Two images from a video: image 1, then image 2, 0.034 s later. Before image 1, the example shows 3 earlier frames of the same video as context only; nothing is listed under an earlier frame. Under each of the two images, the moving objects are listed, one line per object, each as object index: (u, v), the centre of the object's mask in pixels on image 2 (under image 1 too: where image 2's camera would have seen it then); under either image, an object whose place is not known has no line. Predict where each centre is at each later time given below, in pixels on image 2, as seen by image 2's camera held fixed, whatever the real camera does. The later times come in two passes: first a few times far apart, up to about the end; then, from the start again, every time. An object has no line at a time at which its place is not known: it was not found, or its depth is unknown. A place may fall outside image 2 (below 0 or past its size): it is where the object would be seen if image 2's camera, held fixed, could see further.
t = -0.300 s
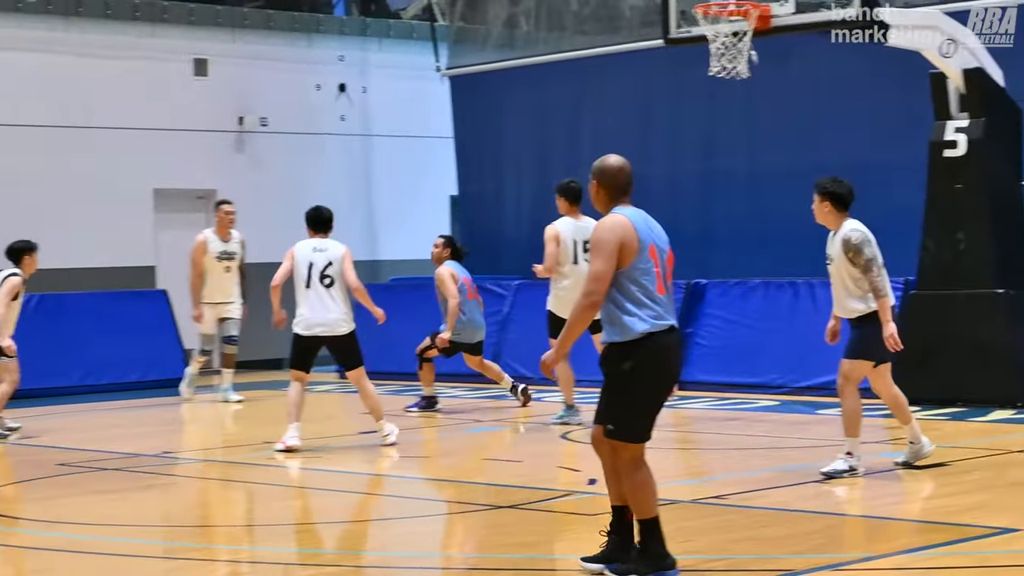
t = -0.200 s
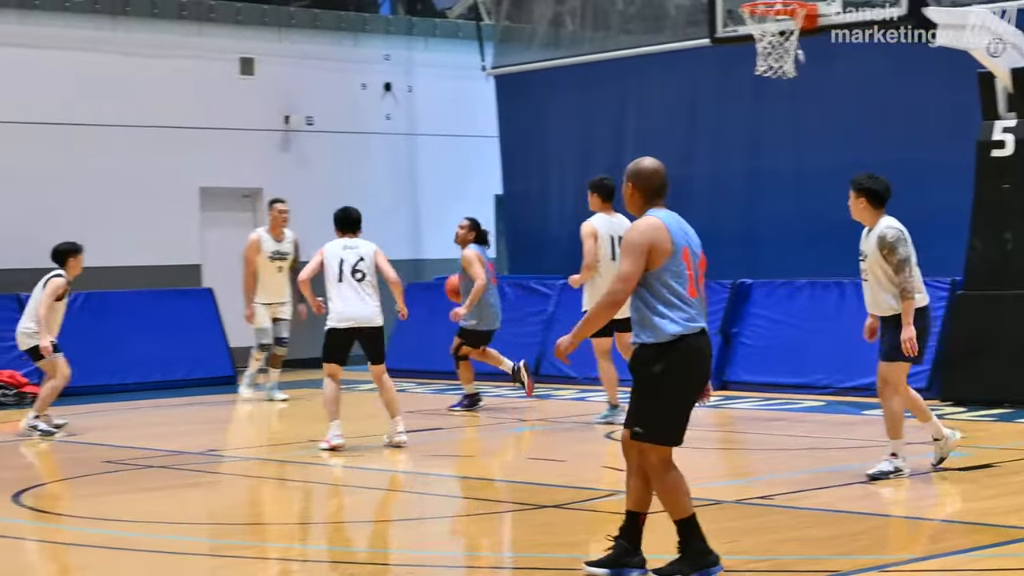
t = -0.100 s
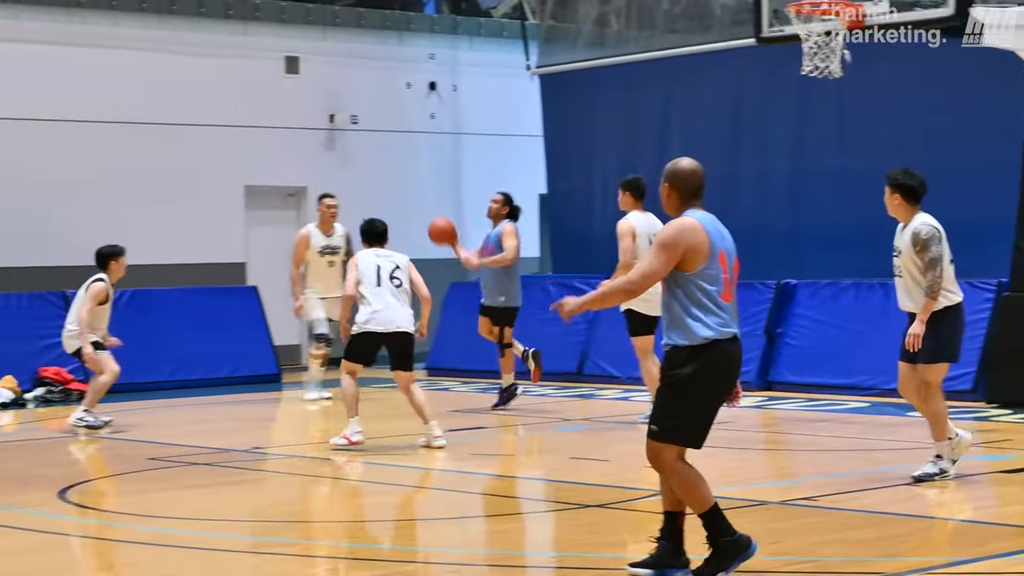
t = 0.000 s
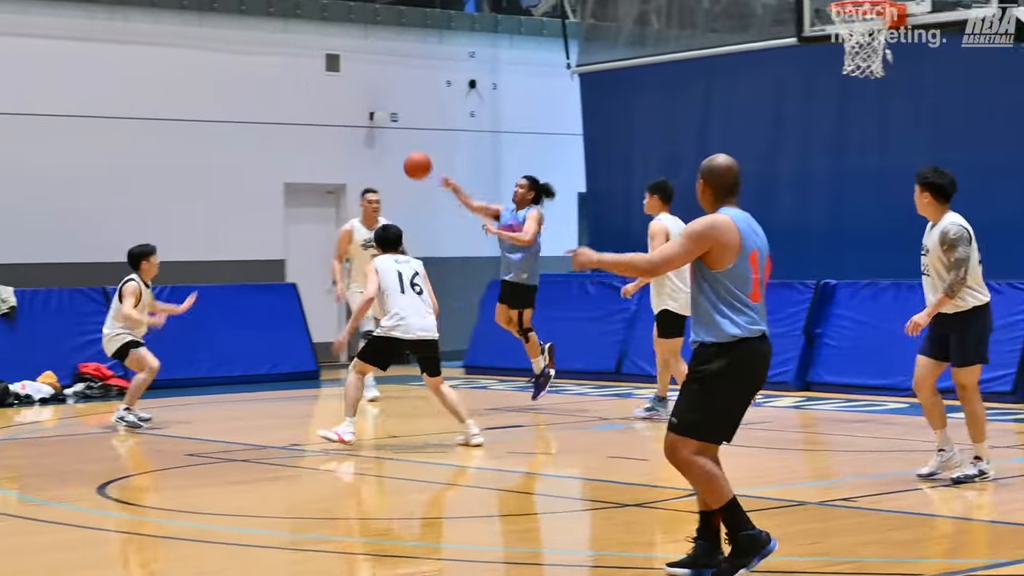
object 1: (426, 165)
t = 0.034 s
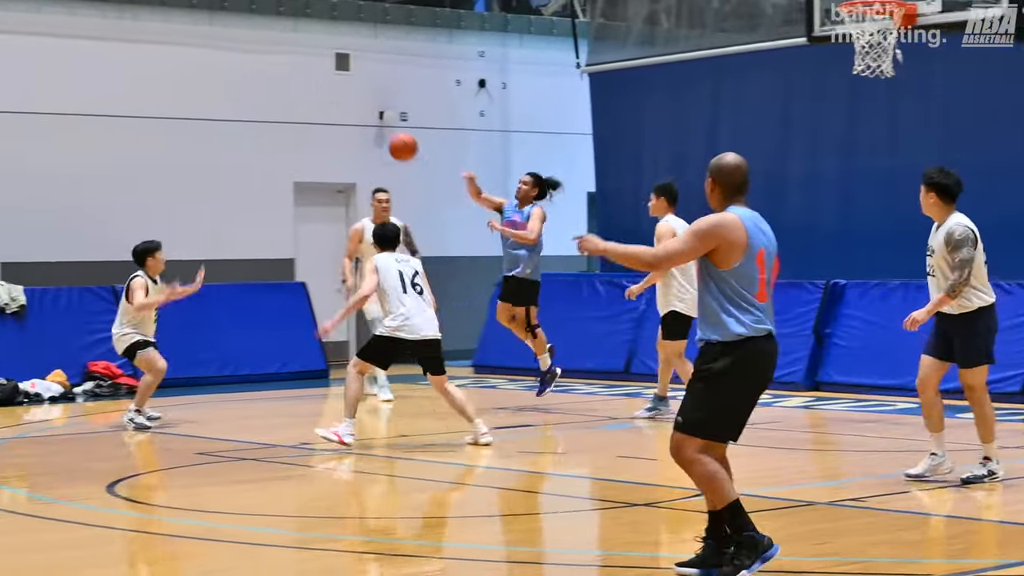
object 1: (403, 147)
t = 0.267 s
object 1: (214, 42)
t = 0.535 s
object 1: (-75, -22)
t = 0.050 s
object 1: (391, 138)
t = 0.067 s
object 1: (379, 130)
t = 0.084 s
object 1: (365, 121)
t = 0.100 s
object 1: (353, 113)
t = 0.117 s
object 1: (340, 105)
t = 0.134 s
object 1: (328, 97)
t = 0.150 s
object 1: (314, 90)
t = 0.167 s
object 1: (301, 82)
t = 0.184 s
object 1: (287, 75)
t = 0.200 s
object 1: (273, 68)
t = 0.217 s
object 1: (259, 61)
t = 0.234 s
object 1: (244, 54)
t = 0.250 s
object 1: (229, 48)
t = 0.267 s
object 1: (214, 42)
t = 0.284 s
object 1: (199, 36)
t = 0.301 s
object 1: (183, 30)
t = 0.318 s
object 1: (167, 24)
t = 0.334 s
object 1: (150, 19)
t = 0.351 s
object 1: (133, 14)
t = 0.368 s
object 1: (115, 10)
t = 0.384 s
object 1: (97, 6)
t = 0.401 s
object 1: (79, 2)
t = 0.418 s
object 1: (61, -2)
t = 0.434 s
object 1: (42, -5)
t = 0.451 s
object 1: (23, -8)
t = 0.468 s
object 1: (5, -11)
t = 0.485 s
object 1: (-16, -14)
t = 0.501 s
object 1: (-35, -17)
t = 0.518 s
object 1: (-56, -20)
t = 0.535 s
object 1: (-75, -22)
